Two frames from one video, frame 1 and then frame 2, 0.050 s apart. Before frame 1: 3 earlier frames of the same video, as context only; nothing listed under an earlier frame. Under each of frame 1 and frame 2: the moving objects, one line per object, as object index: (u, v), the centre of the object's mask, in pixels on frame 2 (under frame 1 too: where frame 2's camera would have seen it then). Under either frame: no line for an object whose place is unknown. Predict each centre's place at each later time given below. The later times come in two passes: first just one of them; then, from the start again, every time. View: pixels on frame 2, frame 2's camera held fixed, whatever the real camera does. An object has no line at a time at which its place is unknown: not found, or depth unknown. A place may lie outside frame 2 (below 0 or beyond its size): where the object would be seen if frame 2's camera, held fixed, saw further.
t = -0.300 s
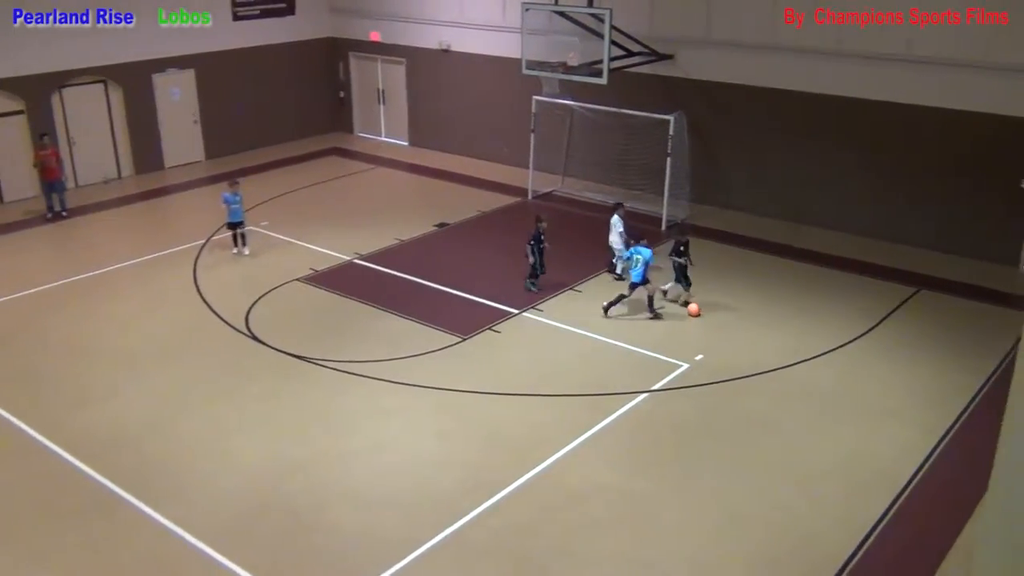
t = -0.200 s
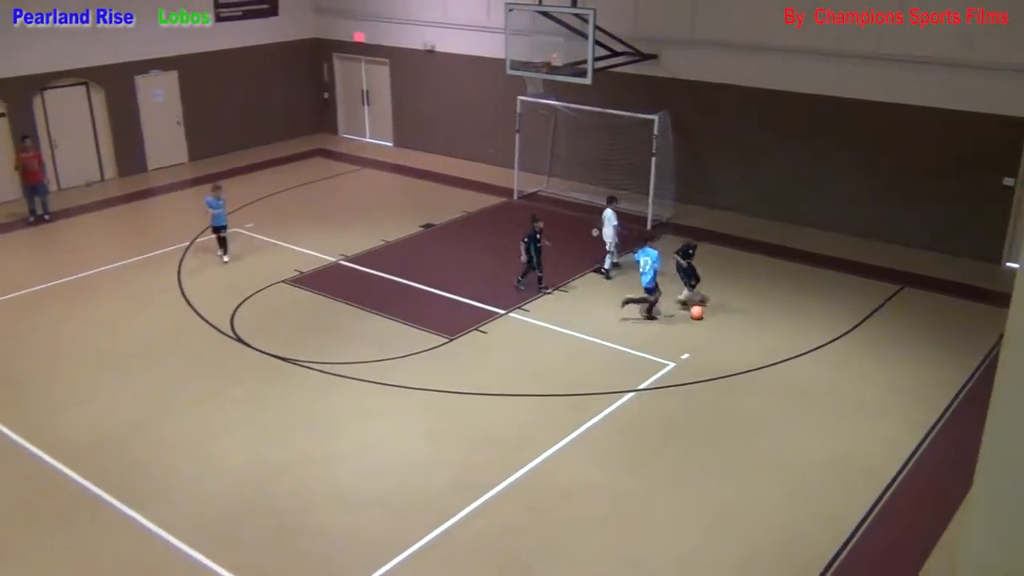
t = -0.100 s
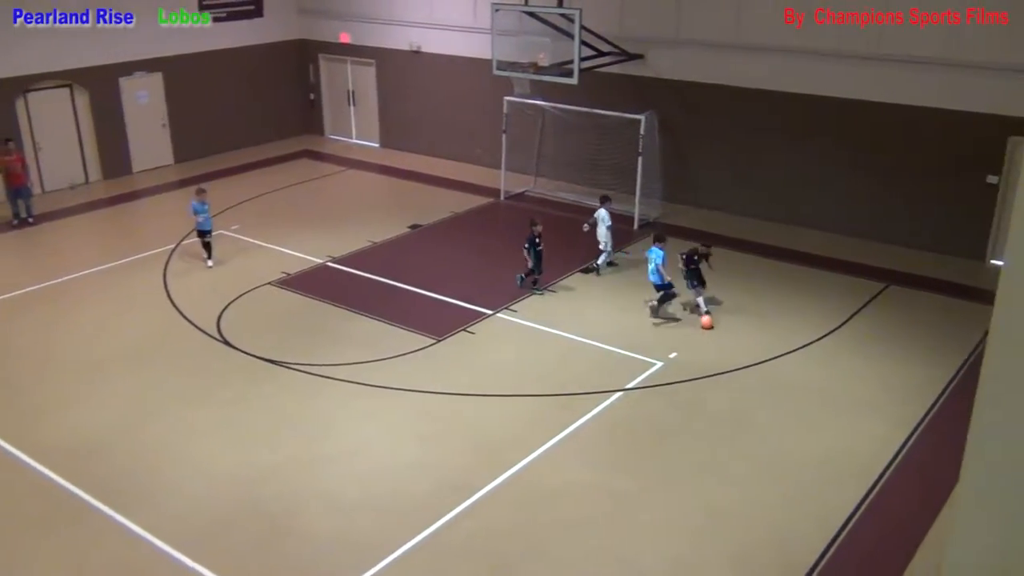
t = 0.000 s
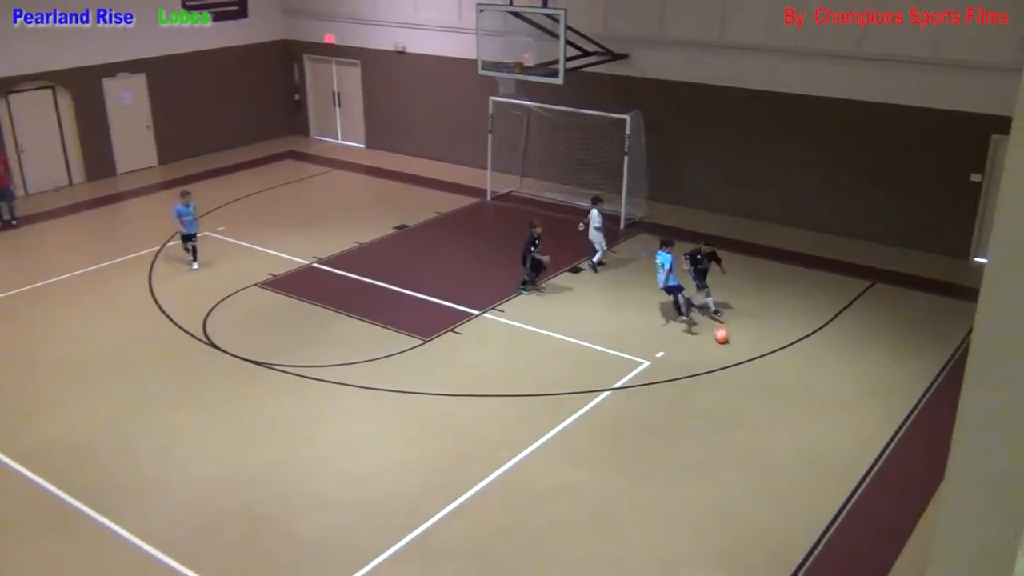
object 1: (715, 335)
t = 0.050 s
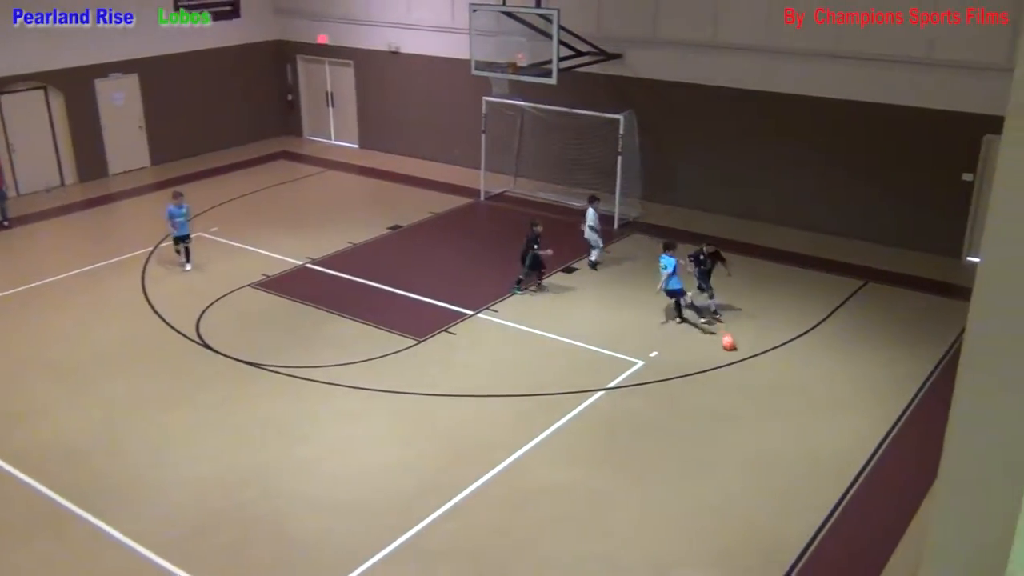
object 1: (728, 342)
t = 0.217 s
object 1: (772, 366)
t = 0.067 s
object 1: (732, 345)
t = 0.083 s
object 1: (737, 348)
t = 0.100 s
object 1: (741, 350)
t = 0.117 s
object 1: (745, 352)
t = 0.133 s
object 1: (751, 354)
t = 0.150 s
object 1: (755, 357)
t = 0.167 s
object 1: (759, 360)
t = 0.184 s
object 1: (764, 362)
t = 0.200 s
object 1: (768, 364)
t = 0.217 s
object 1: (772, 366)
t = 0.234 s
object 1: (777, 368)
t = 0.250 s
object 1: (782, 371)
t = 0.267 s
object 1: (786, 373)
